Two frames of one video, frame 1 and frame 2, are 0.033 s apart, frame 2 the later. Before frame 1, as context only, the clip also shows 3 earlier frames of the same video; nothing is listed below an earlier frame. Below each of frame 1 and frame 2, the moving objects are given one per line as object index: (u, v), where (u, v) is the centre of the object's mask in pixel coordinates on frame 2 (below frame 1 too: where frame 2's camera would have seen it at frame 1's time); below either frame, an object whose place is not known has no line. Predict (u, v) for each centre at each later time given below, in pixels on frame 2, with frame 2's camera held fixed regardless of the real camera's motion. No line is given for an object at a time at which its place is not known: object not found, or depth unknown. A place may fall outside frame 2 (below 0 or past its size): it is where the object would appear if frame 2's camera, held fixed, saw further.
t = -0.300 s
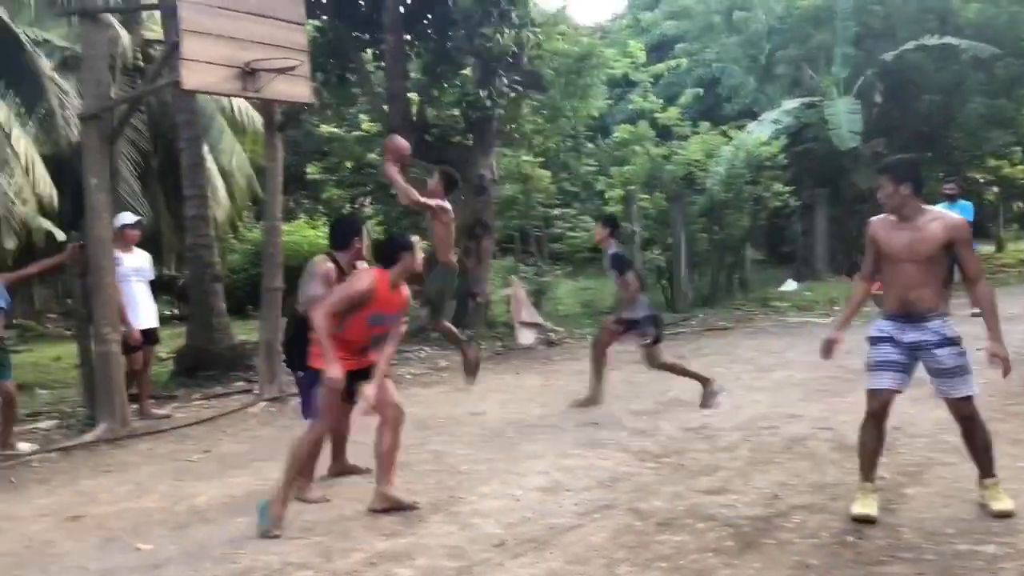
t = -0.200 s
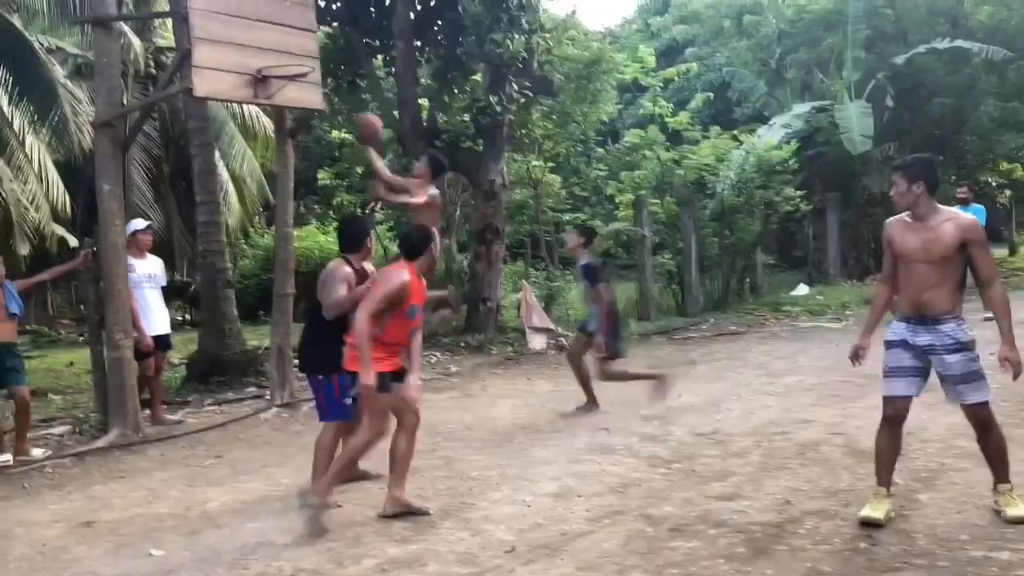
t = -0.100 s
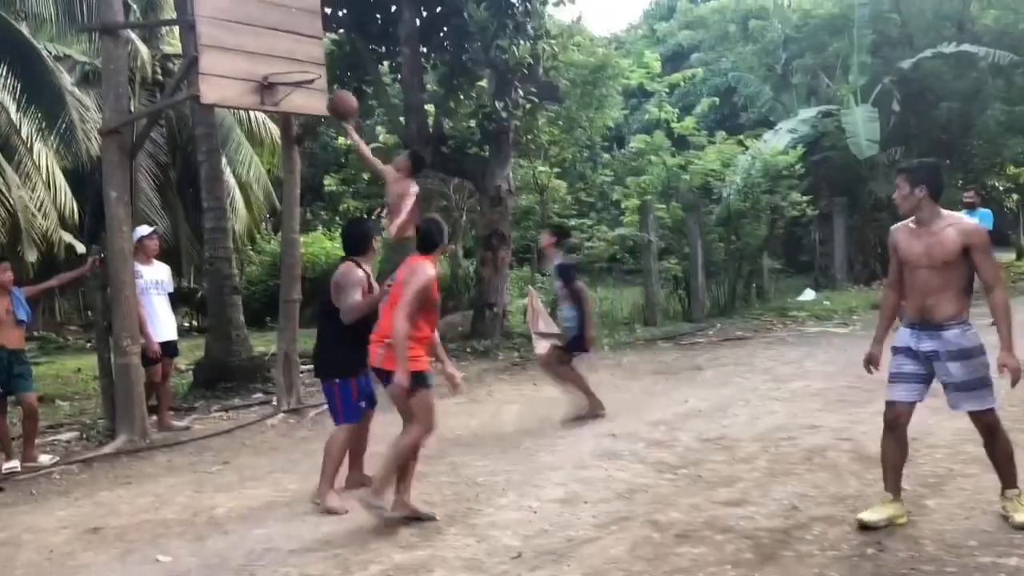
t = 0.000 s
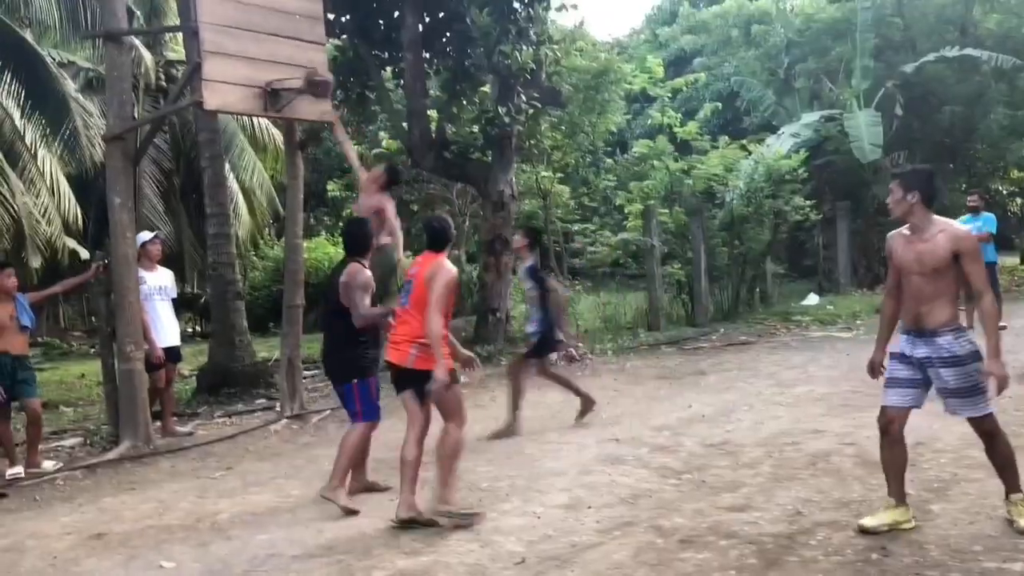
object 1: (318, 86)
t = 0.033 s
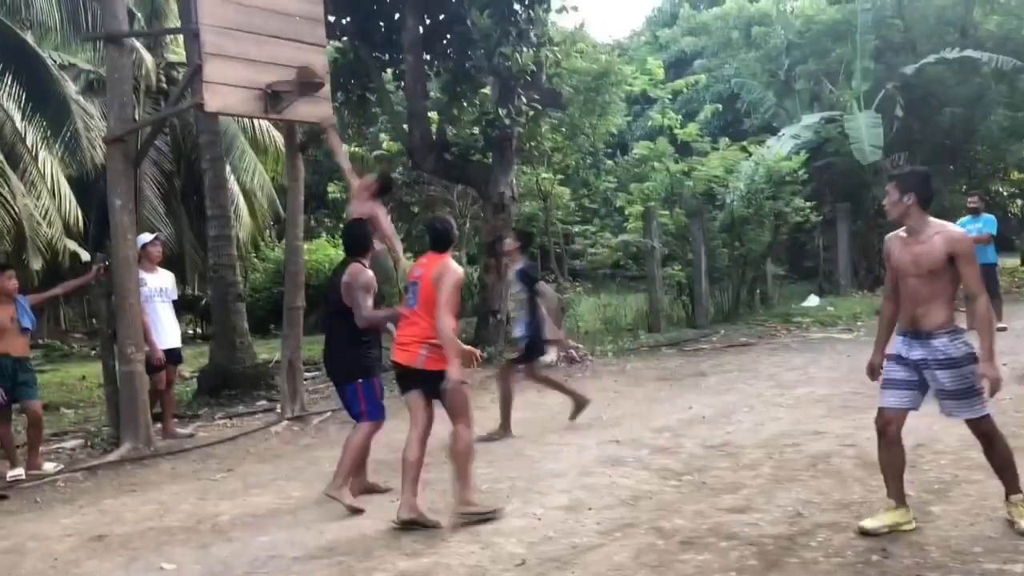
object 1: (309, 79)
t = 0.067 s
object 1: (301, 71)
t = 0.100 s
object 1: (302, 67)
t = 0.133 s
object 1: (300, 64)
